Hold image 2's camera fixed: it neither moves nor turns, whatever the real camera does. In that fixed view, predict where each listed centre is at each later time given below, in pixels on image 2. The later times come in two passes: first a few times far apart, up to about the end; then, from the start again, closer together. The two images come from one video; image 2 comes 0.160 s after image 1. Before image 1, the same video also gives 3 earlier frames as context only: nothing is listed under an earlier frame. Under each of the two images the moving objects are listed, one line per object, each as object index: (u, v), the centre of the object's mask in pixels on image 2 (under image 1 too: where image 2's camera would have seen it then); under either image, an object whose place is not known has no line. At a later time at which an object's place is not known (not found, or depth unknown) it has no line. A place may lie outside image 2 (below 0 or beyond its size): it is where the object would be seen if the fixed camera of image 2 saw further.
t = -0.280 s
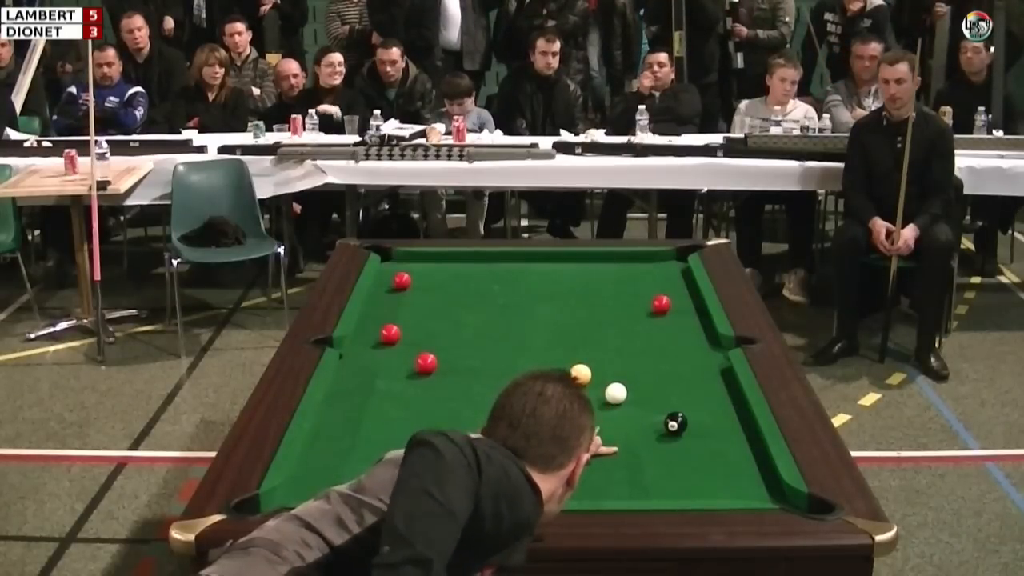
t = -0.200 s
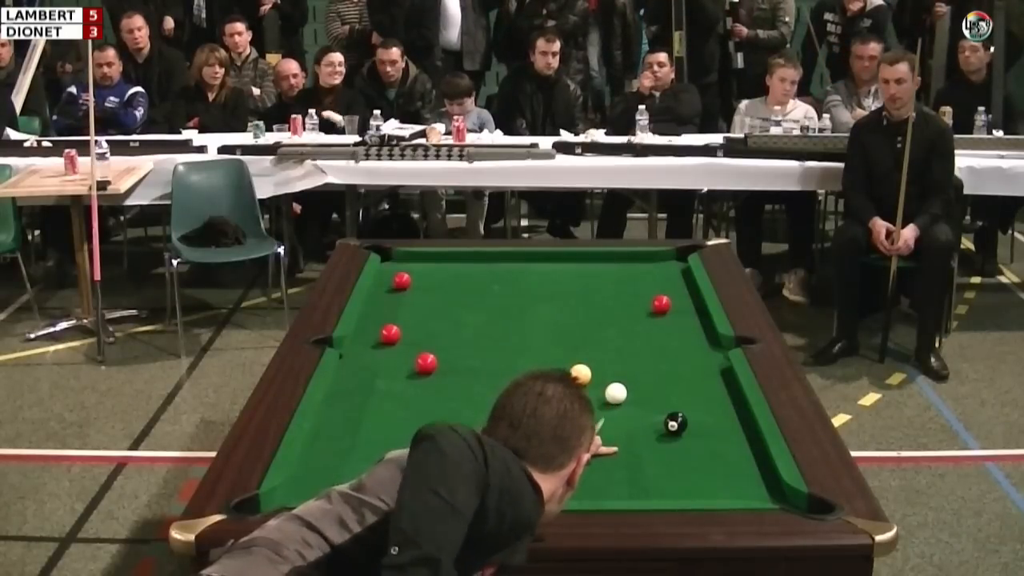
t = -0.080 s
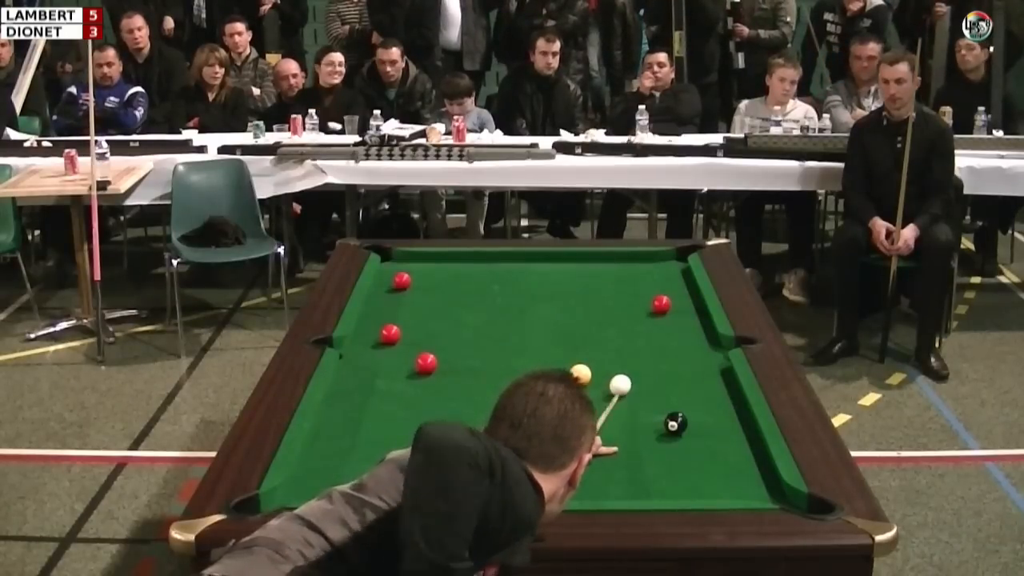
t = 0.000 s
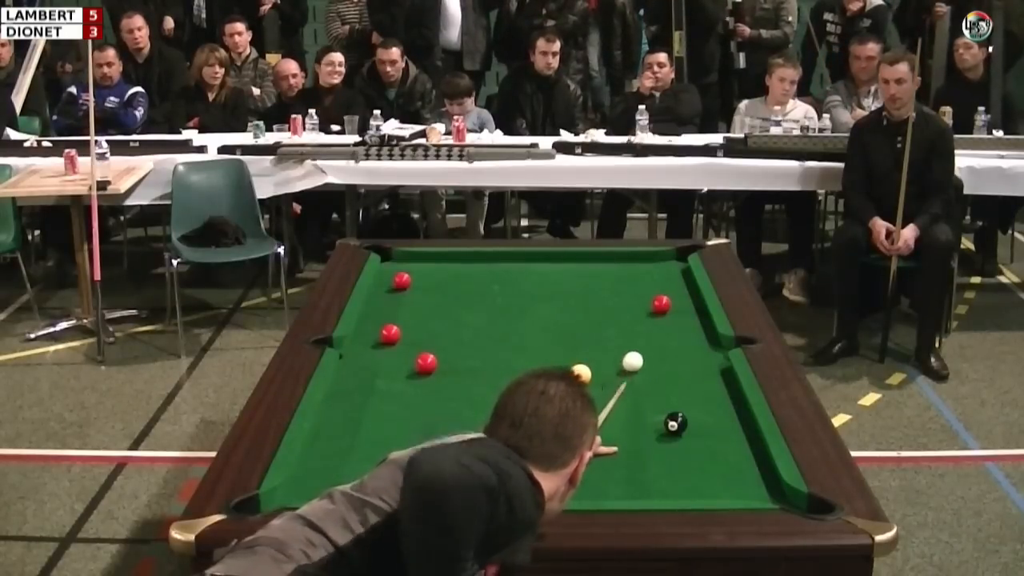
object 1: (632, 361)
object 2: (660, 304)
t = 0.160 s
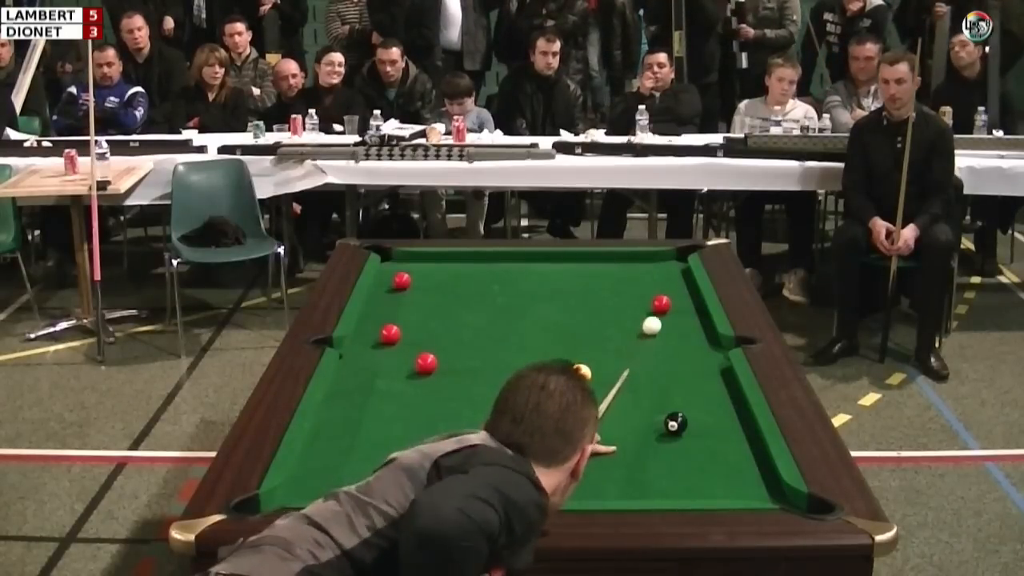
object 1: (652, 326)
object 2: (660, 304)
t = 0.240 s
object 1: (659, 312)
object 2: (662, 300)
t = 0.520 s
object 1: (665, 311)
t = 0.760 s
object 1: (668, 313)
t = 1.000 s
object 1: (675, 316)
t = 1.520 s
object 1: (673, 315)
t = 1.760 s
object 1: (673, 314)
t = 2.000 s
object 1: (673, 315)
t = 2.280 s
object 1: (673, 315)
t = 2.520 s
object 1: (673, 315)
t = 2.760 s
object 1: (673, 314)
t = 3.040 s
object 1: (673, 314)
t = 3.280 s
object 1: (673, 314)
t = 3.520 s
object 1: (673, 314)
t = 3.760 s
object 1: (673, 314)
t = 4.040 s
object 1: (673, 314)
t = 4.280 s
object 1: (673, 314)
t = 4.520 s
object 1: (673, 314)
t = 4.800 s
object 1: (673, 314)
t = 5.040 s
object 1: (673, 314)
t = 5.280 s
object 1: (673, 314)
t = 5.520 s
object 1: (673, 314)
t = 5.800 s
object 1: (673, 314)
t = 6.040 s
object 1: (673, 314)
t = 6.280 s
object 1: (673, 314)
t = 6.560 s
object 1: (673, 314)
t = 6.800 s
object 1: (673, 314)
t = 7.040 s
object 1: (673, 314)
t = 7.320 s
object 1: (673, 314)
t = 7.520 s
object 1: (673, 314)
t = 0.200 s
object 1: (655, 318)
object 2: (661, 303)
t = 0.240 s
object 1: (659, 312)
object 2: (662, 300)
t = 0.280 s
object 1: (660, 310)
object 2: (662, 298)
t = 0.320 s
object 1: (661, 310)
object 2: (663, 295)
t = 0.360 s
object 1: (662, 310)
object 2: (664, 292)
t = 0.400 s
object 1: (663, 311)
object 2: (665, 289)
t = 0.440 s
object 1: (664, 311)
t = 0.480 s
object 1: (665, 311)
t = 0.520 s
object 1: (665, 311)
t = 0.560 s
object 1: (666, 312)
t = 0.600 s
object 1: (666, 312)
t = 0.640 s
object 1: (667, 313)
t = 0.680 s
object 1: (667, 313)
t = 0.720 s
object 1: (668, 313)
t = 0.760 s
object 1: (668, 313)
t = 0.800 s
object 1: (669, 313)
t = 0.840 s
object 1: (669, 314)
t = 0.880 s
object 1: (671, 314)
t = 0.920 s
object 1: (674, 315)
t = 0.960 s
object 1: (674, 315)
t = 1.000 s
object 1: (675, 316)
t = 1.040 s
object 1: (677, 314)
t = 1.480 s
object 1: (671, 312)
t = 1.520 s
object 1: (673, 315)
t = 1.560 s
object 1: (674, 314)
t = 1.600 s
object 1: (673, 314)
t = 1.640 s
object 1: (673, 315)
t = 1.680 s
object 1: (673, 315)
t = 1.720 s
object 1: (673, 315)
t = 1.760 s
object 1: (673, 314)
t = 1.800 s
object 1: (673, 315)
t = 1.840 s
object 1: (673, 315)
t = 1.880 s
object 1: (673, 315)
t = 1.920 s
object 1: (673, 315)
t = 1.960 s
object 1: (673, 315)
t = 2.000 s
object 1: (673, 315)
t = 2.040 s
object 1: (673, 315)
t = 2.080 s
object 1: (673, 315)
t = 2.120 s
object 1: (673, 315)
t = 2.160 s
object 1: (673, 315)
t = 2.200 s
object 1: (673, 315)
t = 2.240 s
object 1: (673, 315)
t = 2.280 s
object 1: (673, 315)
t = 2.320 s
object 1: (673, 315)
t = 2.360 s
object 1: (673, 315)
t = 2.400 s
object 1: (673, 315)
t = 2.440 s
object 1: (673, 315)
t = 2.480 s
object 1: (673, 315)
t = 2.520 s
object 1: (673, 315)
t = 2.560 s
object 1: (673, 315)
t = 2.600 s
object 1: (673, 314)
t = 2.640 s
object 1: (673, 314)
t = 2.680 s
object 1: (673, 314)
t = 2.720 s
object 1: (673, 314)
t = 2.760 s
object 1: (673, 314)
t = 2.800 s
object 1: (673, 314)
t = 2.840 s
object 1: (673, 314)
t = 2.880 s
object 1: (673, 314)
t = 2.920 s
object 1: (673, 314)
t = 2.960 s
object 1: (673, 314)
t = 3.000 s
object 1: (673, 314)
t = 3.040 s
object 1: (673, 314)
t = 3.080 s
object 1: (673, 314)
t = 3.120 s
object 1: (673, 314)
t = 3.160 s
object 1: (673, 314)
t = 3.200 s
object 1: (673, 314)
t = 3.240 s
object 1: (673, 314)
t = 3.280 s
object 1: (673, 314)
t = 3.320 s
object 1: (673, 314)
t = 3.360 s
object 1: (673, 314)
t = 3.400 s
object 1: (673, 314)
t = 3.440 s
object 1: (673, 314)
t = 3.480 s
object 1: (673, 314)
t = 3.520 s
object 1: (673, 314)
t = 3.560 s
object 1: (673, 314)
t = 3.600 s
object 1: (673, 314)
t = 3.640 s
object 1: (673, 314)
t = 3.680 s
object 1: (673, 314)
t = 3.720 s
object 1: (673, 314)
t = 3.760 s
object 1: (673, 314)
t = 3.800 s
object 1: (673, 314)
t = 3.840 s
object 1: (673, 314)
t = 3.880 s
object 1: (673, 314)
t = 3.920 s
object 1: (673, 314)
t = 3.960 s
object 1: (673, 314)
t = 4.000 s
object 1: (673, 314)
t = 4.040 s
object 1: (673, 314)
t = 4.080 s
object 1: (673, 314)
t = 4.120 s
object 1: (673, 314)
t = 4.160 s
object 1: (673, 314)
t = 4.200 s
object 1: (673, 314)
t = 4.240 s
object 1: (673, 314)
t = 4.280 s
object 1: (673, 314)
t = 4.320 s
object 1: (673, 314)
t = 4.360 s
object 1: (673, 314)
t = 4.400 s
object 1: (673, 314)
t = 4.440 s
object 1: (673, 314)
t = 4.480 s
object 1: (673, 314)
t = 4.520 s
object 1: (673, 314)
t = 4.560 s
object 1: (673, 314)
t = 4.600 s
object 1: (673, 314)
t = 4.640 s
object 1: (673, 314)
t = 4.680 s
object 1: (673, 314)
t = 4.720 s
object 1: (673, 314)
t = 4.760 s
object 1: (673, 314)
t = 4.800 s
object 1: (673, 314)
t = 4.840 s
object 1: (673, 314)
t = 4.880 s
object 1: (673, 314)
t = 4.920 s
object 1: (673, 314)
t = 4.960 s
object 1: (673, 314)
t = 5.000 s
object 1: (673, 314)
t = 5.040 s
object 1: (673, 314)
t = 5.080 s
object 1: (673, 314)
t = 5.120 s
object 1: (673, 314)
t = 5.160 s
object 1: (673, 314)
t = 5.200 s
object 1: (673, 314)
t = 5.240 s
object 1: (673, 314)
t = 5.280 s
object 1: (673, 314)
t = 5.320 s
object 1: (673, 314)
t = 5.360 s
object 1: (673, 314)
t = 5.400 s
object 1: (673, 314)
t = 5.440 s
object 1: (673, 314)
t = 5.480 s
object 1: (673, 314)
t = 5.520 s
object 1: (673, 314)
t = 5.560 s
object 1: (673, 314)
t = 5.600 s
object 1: (673, 314)
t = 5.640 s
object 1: (673, 314)
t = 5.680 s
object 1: (673, 314)
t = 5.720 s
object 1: (673, 314)
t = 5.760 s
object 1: (673, 314)
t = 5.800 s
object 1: (673, 314)
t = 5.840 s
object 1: (673, 314)
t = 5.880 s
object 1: (673, 314)
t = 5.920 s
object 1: (673, 314)
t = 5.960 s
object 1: (673, 314)
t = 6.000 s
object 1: (673, 314)
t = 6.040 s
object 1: (673, 314)
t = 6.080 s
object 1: (673, 314)
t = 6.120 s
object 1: (673, 314)
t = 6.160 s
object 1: (673, 314)
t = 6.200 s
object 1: (673, 314)
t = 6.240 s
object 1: (673, 314)
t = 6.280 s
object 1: (673, 314)
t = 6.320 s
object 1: (673, 314)
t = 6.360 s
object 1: (673, 314)
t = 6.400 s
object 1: (673, 314)
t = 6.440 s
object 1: (673, 314)
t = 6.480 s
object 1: (673, 314)
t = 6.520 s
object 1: (673, 314)
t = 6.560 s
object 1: (673, 314)
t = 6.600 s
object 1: (673, 314)
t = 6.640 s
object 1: (673, 314)
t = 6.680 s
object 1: (673, 314)
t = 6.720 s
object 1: (673, 314)
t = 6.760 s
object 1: (673, 315)
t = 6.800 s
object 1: (673, 314)
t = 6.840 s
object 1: (673, 314)
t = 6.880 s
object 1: (673, 314)
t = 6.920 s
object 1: (673, 314)
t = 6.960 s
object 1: (673, 314)
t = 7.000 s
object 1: (673, 314)
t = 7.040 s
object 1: (673, 314)
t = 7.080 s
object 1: (673, 314)
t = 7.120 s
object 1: (673, 315)
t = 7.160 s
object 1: (673, 314)
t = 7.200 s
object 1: (673, 315)
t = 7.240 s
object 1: (673, 314)
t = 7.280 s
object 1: (673, 315)
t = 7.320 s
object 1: (673, 314)
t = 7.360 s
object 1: (673, 314)
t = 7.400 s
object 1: (673, 314)
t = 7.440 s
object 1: (673, 314)
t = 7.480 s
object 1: (673, 314)
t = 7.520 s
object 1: (673, 314)
